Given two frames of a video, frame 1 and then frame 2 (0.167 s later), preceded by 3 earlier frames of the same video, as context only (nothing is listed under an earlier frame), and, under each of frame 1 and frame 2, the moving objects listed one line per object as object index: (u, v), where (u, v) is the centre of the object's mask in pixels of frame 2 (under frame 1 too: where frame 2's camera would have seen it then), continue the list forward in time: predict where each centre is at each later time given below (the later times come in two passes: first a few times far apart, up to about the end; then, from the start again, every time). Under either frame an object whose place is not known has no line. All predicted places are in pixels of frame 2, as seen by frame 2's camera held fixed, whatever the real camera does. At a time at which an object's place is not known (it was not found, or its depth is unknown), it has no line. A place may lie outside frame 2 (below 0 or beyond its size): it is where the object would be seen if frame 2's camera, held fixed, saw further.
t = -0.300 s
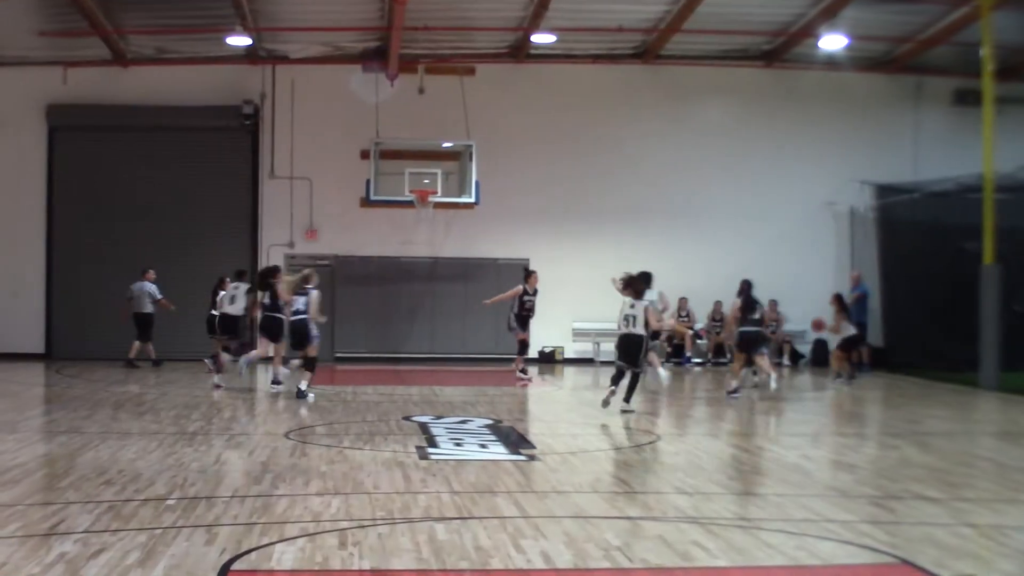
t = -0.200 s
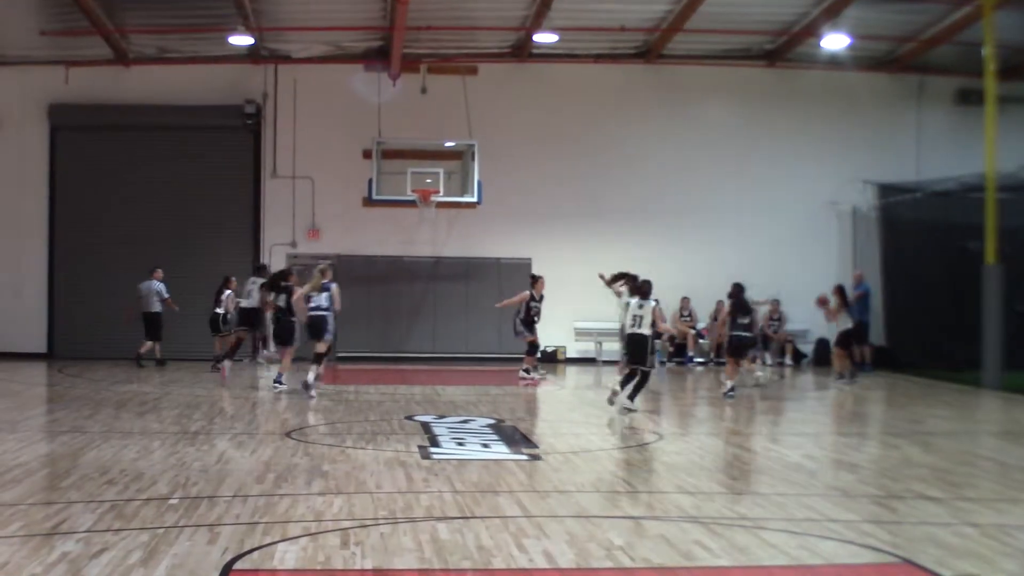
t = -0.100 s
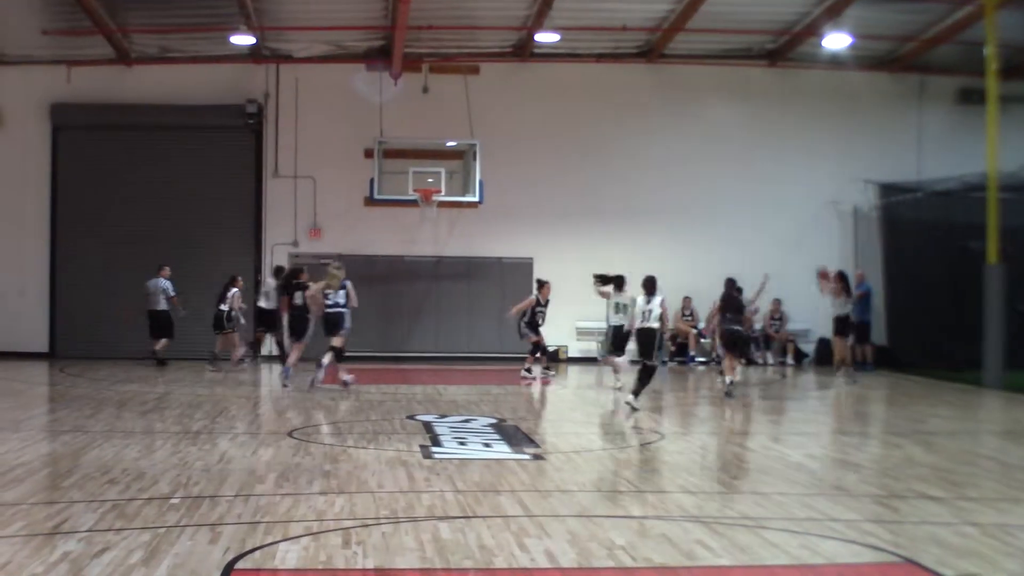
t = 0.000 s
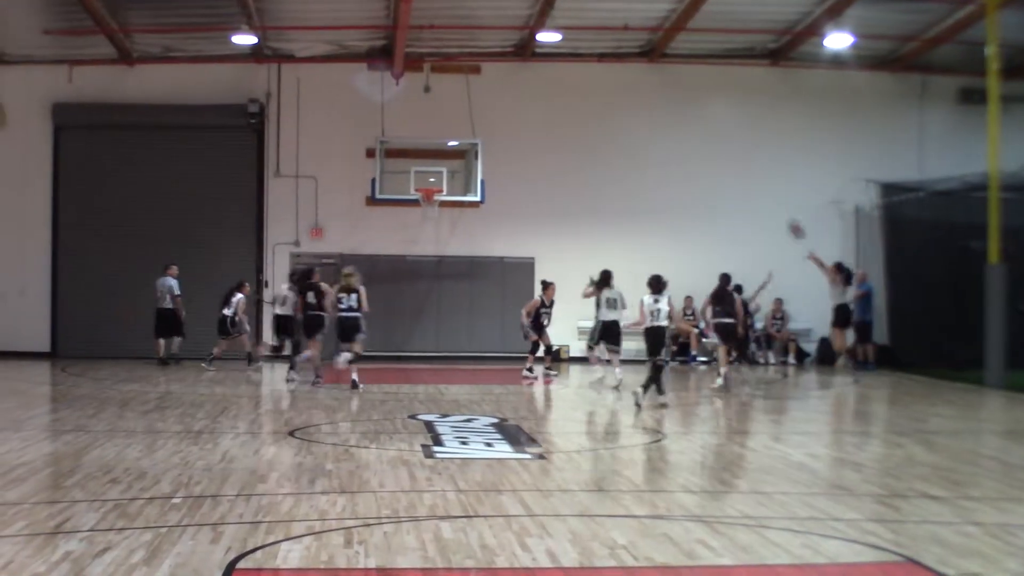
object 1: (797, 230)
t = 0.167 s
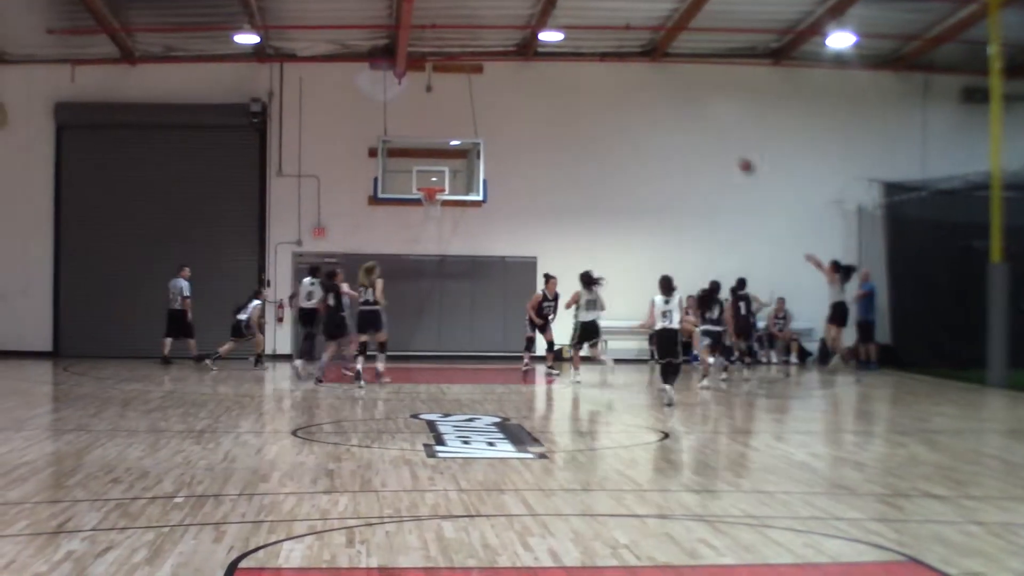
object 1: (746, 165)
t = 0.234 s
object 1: (726, 146)
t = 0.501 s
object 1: (649, 96)
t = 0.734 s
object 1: (583, 87)
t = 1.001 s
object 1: (513, 118)
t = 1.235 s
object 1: (452, 178)
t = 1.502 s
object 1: (429, 137)
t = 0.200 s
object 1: (736, 156)
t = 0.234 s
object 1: (726, 146)
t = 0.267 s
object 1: (716, 137)
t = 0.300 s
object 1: (707, 129)
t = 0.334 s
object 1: (697, 122)
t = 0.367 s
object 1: (688, 116)
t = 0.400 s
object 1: (677, 109)
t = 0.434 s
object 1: (668, 104)
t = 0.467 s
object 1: (658, 100)
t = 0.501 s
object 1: (649, 96)
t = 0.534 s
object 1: (640, 93)
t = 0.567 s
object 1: (630, 91)
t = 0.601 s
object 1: (621, 89)
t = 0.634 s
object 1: (610, 87)
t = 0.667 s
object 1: (600, 86)
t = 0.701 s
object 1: (590, 86)
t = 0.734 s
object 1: (583, 87)
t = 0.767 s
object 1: (574, 88)
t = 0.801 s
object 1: (565, 90)
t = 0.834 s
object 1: (557, 93)
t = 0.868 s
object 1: (548, 97)
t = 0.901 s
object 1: (539, 102)
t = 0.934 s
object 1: (530, 106)
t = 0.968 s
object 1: (522, 112)
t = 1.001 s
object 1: (513, 118)
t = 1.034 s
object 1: (504, 126)
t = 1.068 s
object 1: (496, 132)
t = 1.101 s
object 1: (488, 141)
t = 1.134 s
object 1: (479, 148)
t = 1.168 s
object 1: (470, 157)
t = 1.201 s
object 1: (463, 166)
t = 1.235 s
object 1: (452, 178)
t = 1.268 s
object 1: (447, 178)
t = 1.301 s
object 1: (444, 170)
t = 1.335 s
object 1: (441, 163)
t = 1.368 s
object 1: (440, 159)
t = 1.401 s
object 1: (436, 151)
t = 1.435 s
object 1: (434, 145)
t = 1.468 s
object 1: (432, 140)
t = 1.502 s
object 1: (429, 137)
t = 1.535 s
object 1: (427, 134)
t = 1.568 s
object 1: (425, 131)
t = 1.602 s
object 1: (423, 130)
